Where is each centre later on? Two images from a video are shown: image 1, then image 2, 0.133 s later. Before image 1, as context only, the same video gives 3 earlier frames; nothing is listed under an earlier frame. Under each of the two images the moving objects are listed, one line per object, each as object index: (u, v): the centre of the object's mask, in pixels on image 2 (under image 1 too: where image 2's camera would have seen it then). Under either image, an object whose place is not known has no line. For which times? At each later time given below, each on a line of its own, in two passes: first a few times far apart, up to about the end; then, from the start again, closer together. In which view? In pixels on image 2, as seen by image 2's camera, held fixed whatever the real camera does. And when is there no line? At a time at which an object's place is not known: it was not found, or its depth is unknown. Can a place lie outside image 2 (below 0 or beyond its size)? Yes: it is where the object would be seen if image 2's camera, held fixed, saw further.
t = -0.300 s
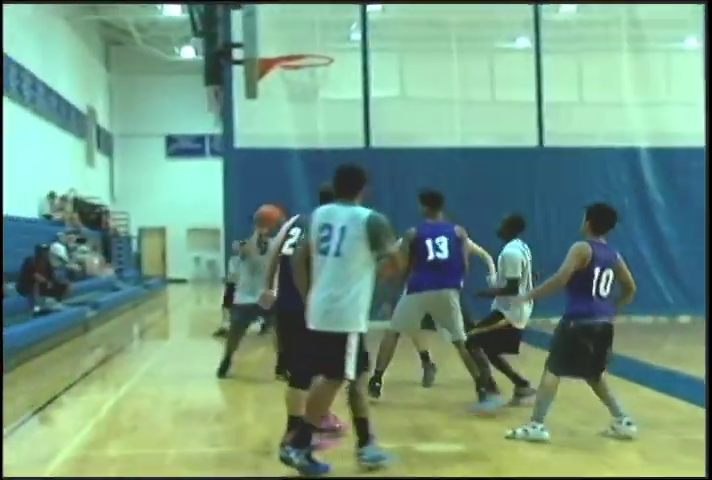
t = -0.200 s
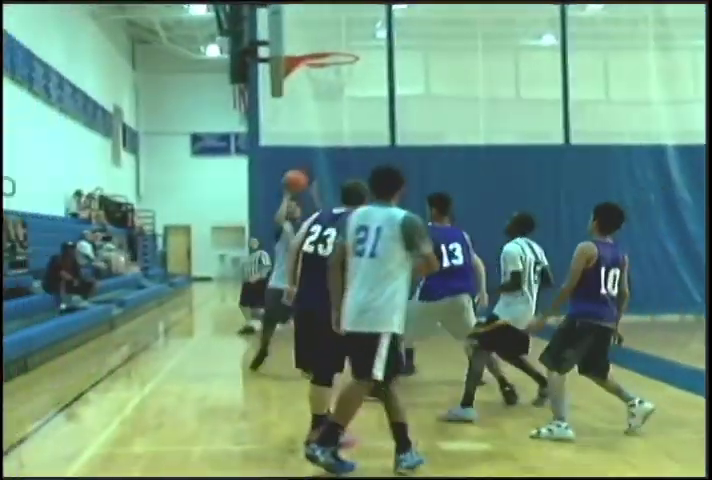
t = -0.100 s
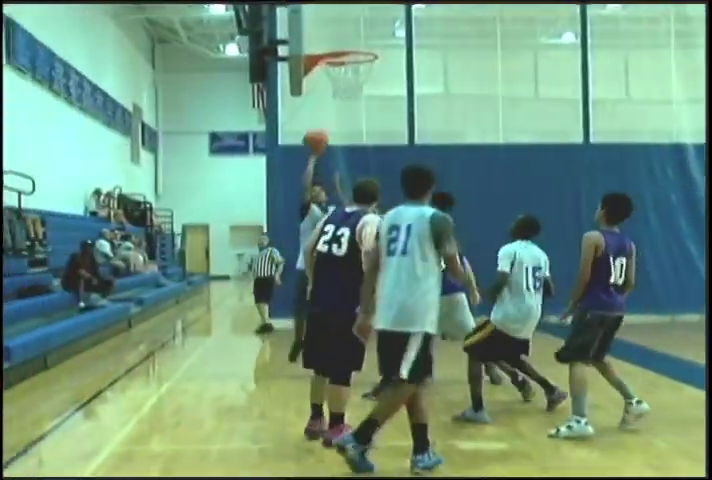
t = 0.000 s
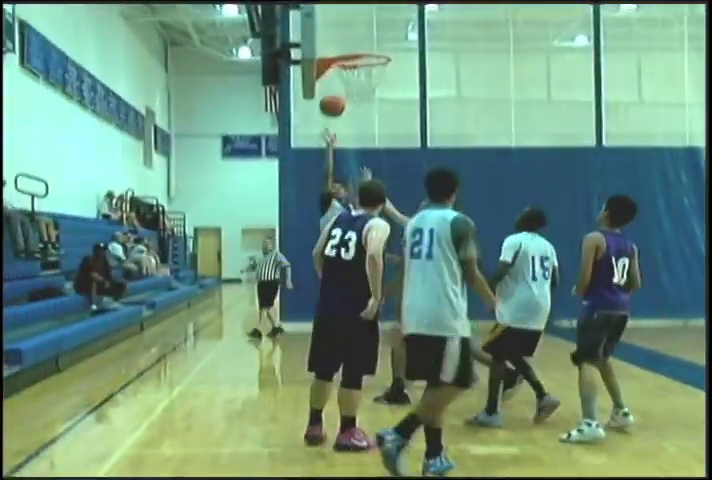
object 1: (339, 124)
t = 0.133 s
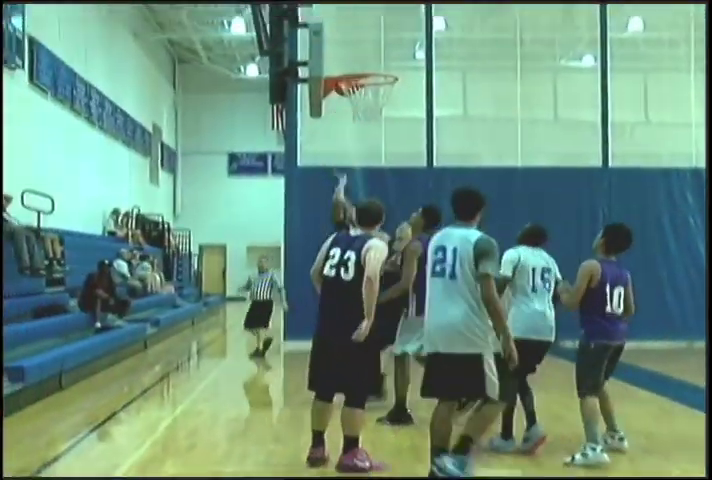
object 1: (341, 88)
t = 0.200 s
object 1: (350, 70)
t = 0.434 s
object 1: (365, 55)
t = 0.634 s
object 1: (365, 68)
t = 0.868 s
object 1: (371, 55)
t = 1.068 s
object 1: (380, 67)
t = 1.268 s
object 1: (358, 88)
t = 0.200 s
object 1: (350, 70)
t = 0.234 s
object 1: (352, 66)
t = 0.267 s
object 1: (354, 60)
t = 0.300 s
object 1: (356, 57)
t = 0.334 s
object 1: (358, 54)
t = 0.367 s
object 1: (360, 53)
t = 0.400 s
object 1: (363, 53)
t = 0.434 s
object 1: (365, 55)
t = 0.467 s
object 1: (367, 57)
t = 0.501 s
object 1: (369, 61)
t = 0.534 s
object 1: (372, 65)
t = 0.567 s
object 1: (373, 68)
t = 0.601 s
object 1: (369, 68)
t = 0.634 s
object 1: (365, 68)
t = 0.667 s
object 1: (362, 70)
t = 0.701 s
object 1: (360, 70)
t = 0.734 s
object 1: (361, 67)
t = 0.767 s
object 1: (363, 63)
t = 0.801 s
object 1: (366, 60)
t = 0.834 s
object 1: (368, 57)
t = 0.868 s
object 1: (371, 55)
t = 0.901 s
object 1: (373, 55)
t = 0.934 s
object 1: (375, 56)
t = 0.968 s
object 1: (377, 57)
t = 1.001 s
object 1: (379, 61)
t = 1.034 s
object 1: (381, 66)
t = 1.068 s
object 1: (380, 67)
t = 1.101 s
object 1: (377, 68)
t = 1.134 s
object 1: (373, 69)
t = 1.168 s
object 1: (371, 70)
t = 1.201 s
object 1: (366, 75)
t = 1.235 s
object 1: (362, 81)
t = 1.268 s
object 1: (358, 88)
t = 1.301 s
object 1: (356, 93)
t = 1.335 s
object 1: (357, 97)
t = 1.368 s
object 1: (357, 100)
